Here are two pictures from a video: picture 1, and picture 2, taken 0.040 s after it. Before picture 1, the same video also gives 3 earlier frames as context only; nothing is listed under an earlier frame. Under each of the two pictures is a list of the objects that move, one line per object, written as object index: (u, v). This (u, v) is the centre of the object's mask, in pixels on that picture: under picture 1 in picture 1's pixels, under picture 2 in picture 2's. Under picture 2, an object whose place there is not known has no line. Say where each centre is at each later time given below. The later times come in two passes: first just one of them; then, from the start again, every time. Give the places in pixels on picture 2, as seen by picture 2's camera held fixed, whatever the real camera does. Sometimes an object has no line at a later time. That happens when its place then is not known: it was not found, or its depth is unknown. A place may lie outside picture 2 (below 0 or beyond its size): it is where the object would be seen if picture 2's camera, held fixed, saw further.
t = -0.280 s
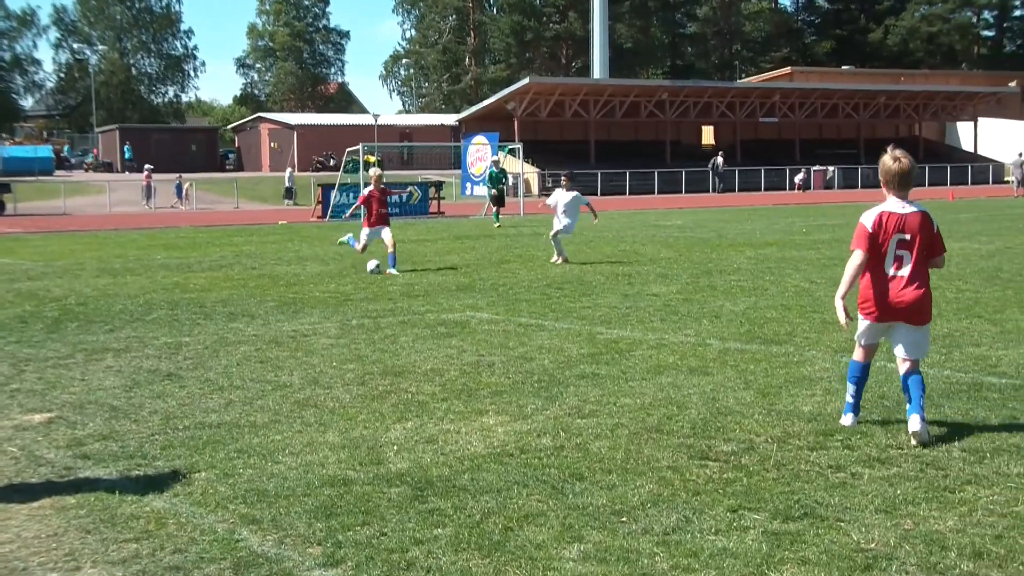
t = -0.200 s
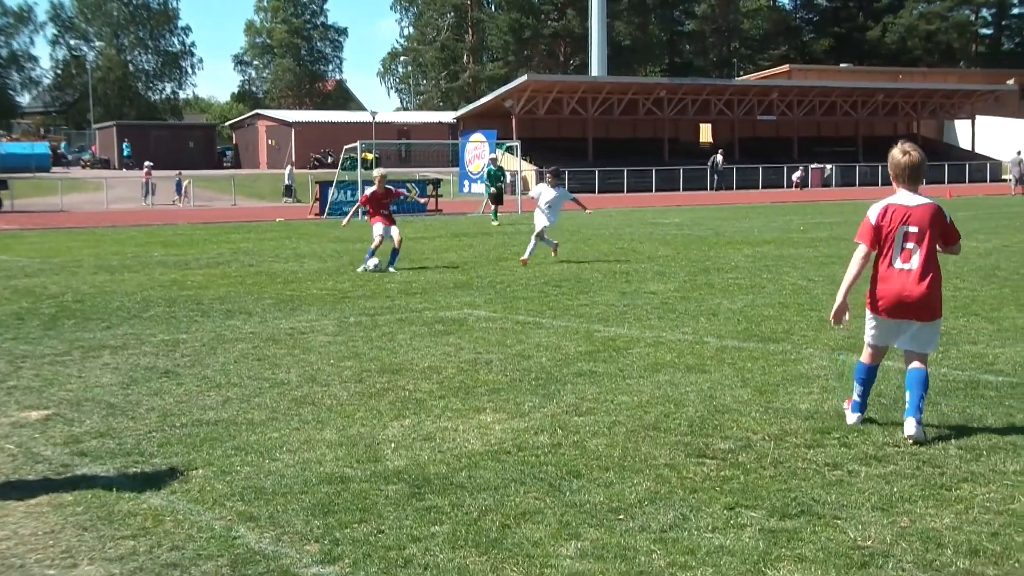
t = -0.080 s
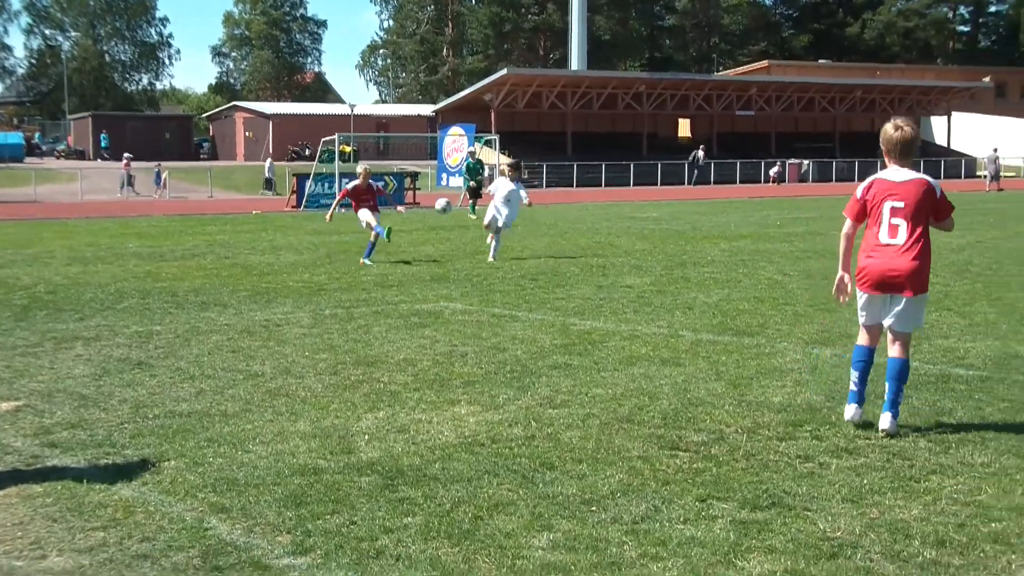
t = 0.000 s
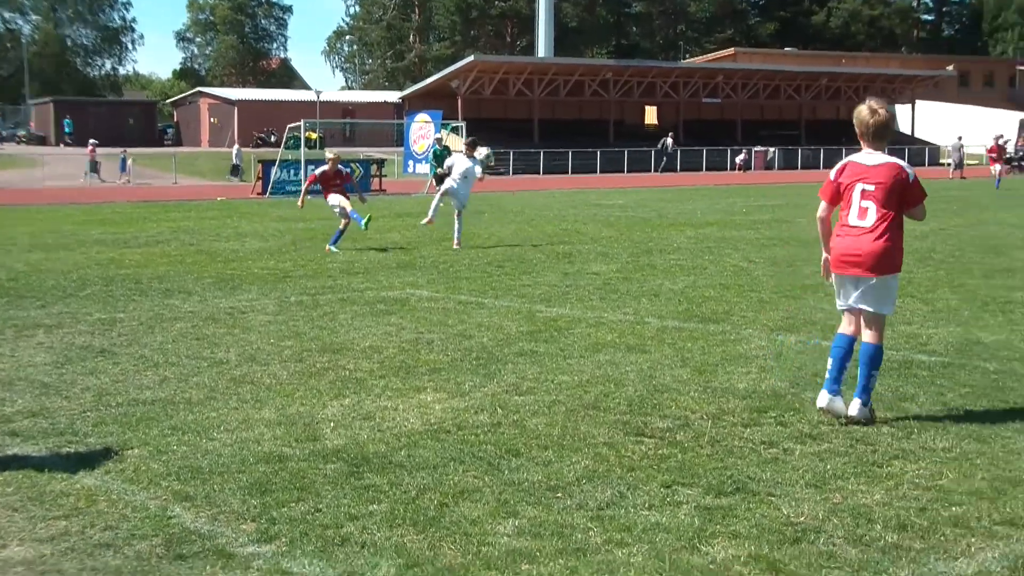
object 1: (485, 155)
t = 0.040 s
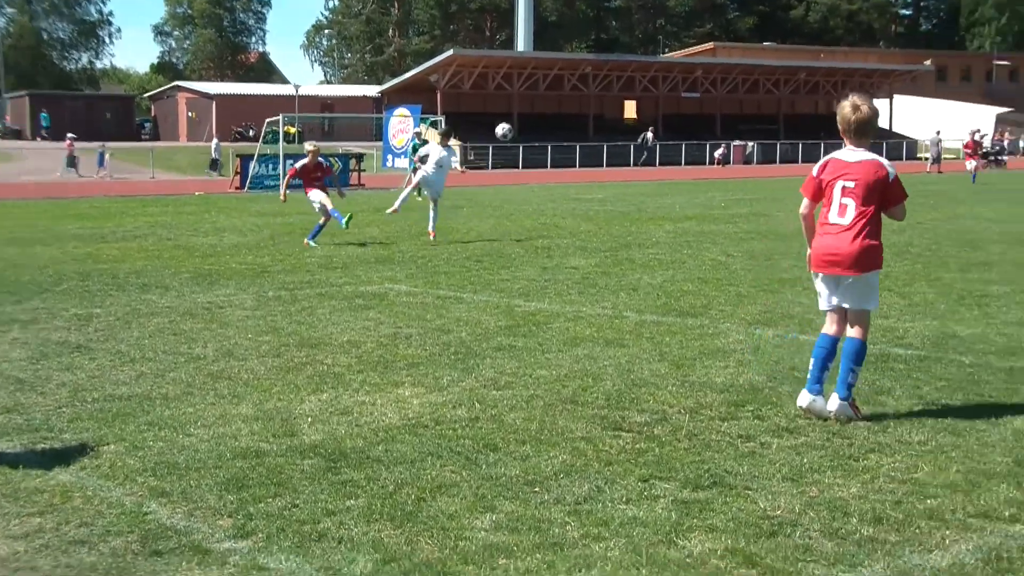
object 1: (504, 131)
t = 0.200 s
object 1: (676, 60)
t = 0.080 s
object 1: (545, 114)
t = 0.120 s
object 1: (588, 97)
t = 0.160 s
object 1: (632, 78)
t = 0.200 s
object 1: (676, 60)
